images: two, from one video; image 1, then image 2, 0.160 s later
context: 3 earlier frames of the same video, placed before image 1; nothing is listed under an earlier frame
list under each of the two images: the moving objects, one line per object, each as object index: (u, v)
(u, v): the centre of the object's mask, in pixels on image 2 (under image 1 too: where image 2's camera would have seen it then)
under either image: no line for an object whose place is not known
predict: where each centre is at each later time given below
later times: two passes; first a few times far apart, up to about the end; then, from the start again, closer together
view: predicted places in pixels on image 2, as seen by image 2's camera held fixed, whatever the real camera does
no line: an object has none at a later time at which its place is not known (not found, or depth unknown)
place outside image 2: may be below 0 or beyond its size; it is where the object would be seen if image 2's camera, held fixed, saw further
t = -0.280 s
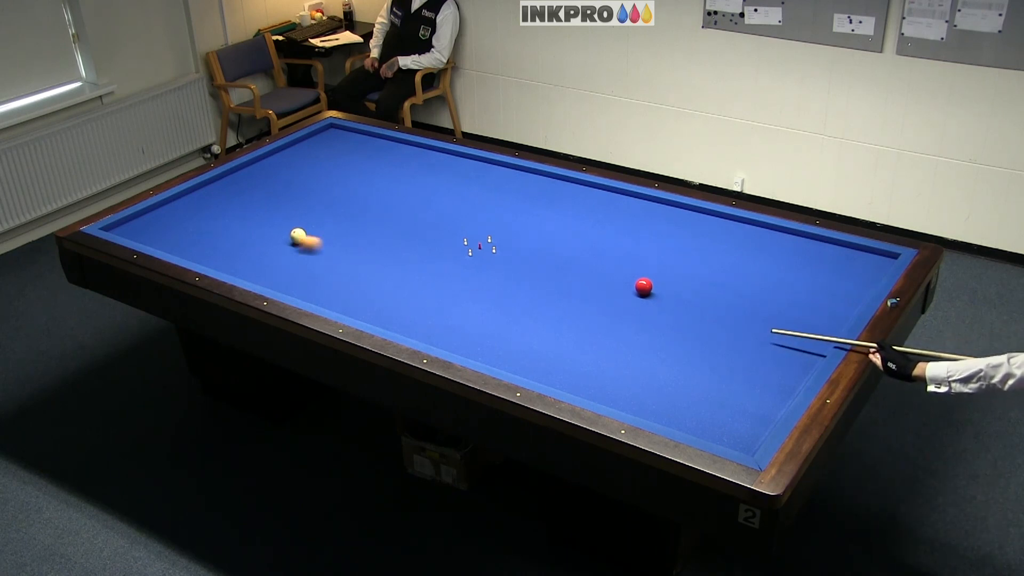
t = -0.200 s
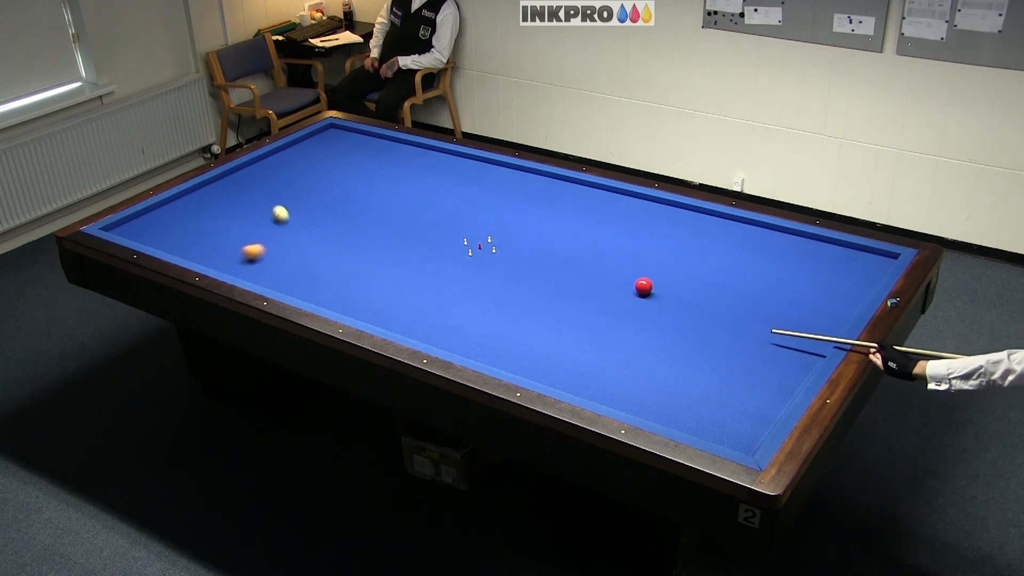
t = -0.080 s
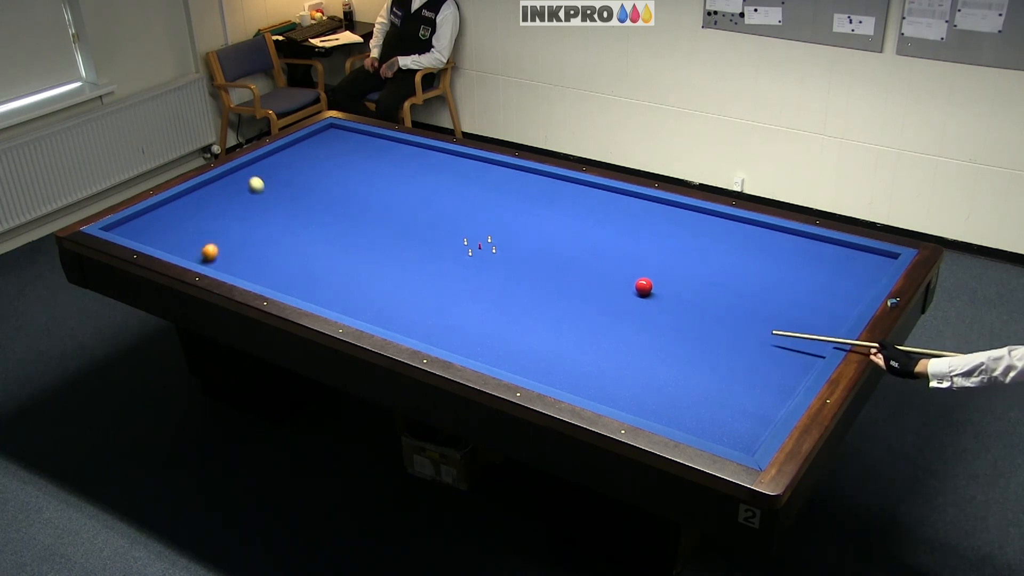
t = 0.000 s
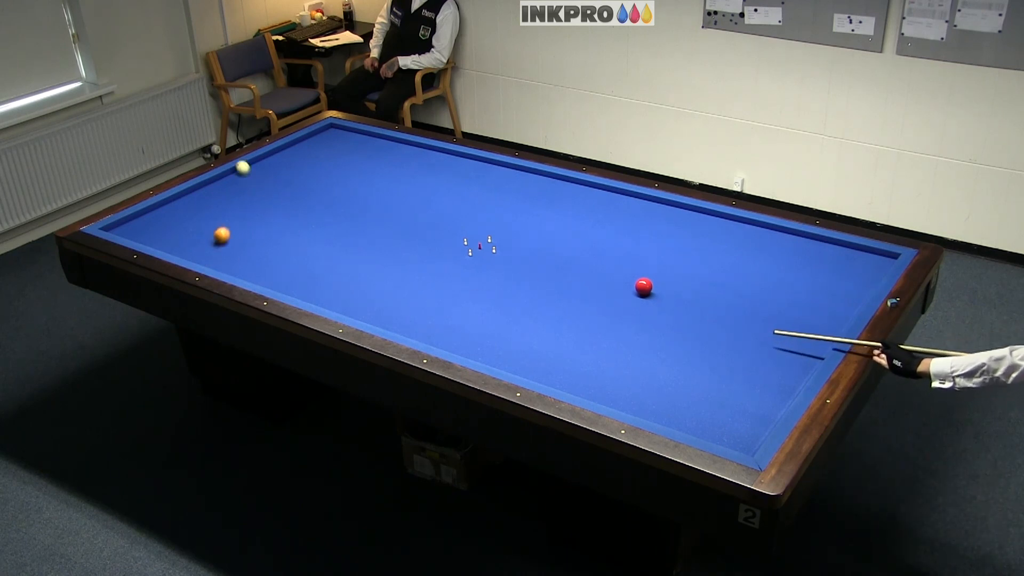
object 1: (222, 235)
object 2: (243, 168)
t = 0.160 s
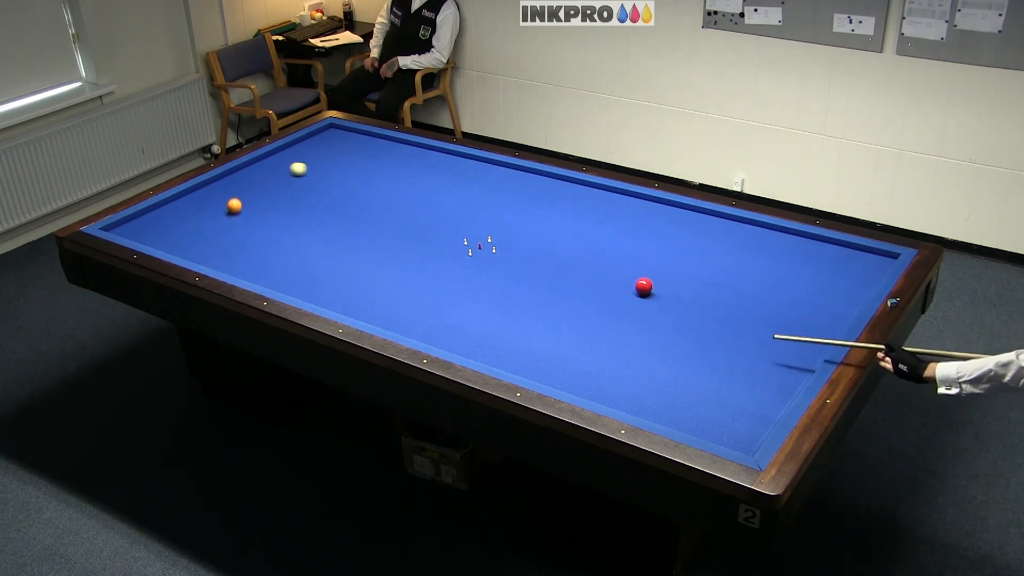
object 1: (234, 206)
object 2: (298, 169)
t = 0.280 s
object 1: (235, 187)
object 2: (337, 171)
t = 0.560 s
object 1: (273, 168)
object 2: (422, 173)
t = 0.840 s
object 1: (333, 160)
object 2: (509, 176)
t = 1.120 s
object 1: (390, 152)
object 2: (578, 188)
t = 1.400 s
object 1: (432, 152)
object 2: (631, 210)
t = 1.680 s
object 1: (445, 167)
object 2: (688, 235)
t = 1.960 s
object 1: (460, 182)
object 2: (750, 261)
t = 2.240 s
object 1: (475, 197)
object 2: (817, 290)
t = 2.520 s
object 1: (491, 214)
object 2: (822, 308)
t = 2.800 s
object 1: (507, 231)
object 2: (766, 312)
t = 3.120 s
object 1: (527, 252)
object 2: (703, 317)
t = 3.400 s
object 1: (546, 271)
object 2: (648, 321)
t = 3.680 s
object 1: (565, 291)
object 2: (594, 325)
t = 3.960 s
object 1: (585, 312)
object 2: (541, 329)
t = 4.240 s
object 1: (605, 334)
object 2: (488, 333)
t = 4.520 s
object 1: (627, 357)
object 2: (437, 336)
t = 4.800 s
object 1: (649, 381)
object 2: (410, 327)
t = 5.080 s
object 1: (672, 405)
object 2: (397, 312)
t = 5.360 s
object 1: (697, 428)
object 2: (385, 298)
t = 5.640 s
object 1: (728, 436)
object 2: (375, 285)
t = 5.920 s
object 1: (754, 437)
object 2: (365, 273)
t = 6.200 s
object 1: (743, 428)
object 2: (356, 262)
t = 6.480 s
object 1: (733, 419)
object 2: (348, 252)
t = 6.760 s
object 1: (724, 411)
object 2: (340, 242)
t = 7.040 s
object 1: (716, 404)
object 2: (334, 234)
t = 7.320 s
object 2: (327, 226)
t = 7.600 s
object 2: (322, 218)
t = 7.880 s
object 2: (316, 212)
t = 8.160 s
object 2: (311, 206)
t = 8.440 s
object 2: (307, 200)
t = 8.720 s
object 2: (303, 194)
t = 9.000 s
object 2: (300, 190)
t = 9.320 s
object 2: (297, 184)
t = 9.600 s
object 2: (293, 180)
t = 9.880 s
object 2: (291, 177)
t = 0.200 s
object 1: (235, 199)
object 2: (312, 170)
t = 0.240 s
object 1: (235, 193)
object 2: (325, 170)
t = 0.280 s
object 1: (235, 187)
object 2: (337, 171)
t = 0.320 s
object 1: (234, 182)
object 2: (349, 171)
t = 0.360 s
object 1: (233, 176)
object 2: (361, 171)
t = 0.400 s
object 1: (233, 171)
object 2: (374, 171)
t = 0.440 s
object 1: (243, 170)
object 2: (386, 172)
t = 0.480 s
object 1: (254, 169)
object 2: (398, 172)
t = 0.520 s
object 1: (264, 169)
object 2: (410, 173)
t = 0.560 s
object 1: (273, 168)
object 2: (422, 173)
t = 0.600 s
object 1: (282, 167)
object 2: (435, 173)
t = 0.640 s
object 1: (290, 166)
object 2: (447, 174)
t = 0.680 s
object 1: (299, 165)
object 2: (459, 174)
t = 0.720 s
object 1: (307, 163)
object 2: (472, 175)
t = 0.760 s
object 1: (316, 162)
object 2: (484, 175)
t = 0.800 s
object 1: (324, 161)
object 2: (496, 175)
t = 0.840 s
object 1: (333, 160)
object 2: (509, 176)
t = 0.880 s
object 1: (341, 159)
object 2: (521, 176)
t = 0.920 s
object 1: (349, 158)
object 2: (534, 177)
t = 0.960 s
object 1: (358, 157)
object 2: (546, 177)
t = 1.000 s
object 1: (366, 155)
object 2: (558, 178)
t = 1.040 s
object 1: (374, 155)
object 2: (564, 181)
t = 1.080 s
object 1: (382, 154)
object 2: (571, 185)
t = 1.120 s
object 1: (390, 152)
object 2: (578, 188)
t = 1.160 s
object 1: (399, 151)
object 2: (585, 191)
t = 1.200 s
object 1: (406, 150)
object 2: (593, 194)
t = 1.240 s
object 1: (414, 149)
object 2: (600, 197)
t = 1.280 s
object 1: (422, 148)
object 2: (607, 200)
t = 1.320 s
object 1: (429, 148)
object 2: (615, 204)
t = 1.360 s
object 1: (430, 150)
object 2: (623, 207)
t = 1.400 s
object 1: (432, 152)
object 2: (631, 210)
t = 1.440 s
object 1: (433, 155)
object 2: (639, 214)
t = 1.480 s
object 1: (435, 157)
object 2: (647, 217)
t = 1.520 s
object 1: (437, 159)
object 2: (654, 220)
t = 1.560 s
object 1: (439, 160)
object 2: (663, 224)
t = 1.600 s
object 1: (441, 162)
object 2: (671, 228)
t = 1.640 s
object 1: (443, 164)
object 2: (679, 231)
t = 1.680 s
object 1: (445, 167)
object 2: (688, 235)
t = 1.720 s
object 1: (447, 169)
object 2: (696, 239)
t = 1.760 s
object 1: (449, 171)
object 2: (705, 242)
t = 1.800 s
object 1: (451, 173)
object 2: (714, 246)
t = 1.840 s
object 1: (453, 175)
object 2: (723, 250)
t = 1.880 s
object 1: (455, 177)
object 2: (732, 254)
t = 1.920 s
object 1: (457, 179)
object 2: (741, 258)
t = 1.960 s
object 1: (460, 182)
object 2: (750, 261)
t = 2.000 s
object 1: (462, 184)
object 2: (759, 266)
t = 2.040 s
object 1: (464, 186)
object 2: (768, 270)
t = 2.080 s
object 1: (466, 189)
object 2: (778, 274)
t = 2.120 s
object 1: (468, 190)
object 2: (787, 278)
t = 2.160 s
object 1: (470, 193)
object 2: (797, 282)
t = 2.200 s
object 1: (473, 195)
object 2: (807, 286)
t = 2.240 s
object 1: (475, 197)
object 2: (817, 290)
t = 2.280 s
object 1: (477, 199)
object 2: (827, 295)
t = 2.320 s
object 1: (479, 202)
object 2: (837, 299)
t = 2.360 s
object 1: (482, 204)
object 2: (847, 304)
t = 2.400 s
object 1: (484, 207)
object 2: (851, 306)
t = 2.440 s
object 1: (486, 209)
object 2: (840, 307)
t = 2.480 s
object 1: (488, 211)
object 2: (831, 307)
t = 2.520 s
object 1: (491, 214)
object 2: (822, 308)
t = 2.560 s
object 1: (493, 216)
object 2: (814, 308)
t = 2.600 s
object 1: (495, 219)
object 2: (806, 309)
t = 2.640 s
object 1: (498, 221)
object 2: (798, 309)
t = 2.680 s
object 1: (500, 223)
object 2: (790, 310)
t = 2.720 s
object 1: (502, 226)
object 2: (782, 311)
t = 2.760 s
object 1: (505, 228)
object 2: (774, 311)
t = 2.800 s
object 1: (507, 231)
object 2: (766, 312)
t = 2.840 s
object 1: (510, 233)
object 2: (758, 313)
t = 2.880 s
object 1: (512, 236)
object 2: (750, 313)
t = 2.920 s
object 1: (515, 239)
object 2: (742, 314)
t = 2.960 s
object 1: (517, 241)
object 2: (734, 314)
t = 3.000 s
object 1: (520, 244)
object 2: (726, 315)
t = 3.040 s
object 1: (522, 246)
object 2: (719, 316)
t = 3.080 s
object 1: (525, 249)
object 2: (711, 316)
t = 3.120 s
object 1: (527, 252)
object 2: (703, 317)
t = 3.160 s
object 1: (530, 254)
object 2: (695, 318)
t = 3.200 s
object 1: (532, 257)
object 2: (687, 318)
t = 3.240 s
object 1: (535, 260)
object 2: (679, 319)
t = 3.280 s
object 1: (537, 262)
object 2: (671, 319)
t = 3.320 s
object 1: (540, 265)
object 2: (664, 320)
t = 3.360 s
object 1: (543, 268)
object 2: (656, 320)
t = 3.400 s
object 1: (546, 271)
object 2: (648, 321)
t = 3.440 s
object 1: (548, 274)
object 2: (640, 322)
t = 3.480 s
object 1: (551, 276)
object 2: (633, 322)
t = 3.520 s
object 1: (554, 279)
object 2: (625, 323)
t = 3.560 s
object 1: (557, 282)
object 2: (617, 323)
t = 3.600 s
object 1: (559, 285)
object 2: (610, 324)
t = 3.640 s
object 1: (562, 288)
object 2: (602, 325)
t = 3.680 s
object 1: (565, 291)
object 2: (594, 325)
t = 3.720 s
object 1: (568, 294)
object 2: (587, 326)
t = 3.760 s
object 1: (570, 297)
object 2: (579, 327)
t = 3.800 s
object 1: (573, 300)
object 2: (571, 327)
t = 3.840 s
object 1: (576, 303)
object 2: (563, 328)
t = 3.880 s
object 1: (579, 306)
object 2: (556, 328)
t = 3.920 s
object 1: (582, 309)
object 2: (548, 329)
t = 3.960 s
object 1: (585, 312)
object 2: (541, 329)
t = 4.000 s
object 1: (588, 315)
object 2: (533, 330)
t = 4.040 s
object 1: (591, 318)
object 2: (526, 331)
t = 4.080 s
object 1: (593, 321)
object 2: (518, 331)
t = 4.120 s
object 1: (597, 324)
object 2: (511, 332)
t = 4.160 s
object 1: (599, 327)
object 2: (503, 332)
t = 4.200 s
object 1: (602, 331)
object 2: (496, 333)
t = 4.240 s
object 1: (605, 334)
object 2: (488, 333)
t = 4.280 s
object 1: (608, 337)
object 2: (481, 334)
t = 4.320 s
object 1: (612, 341)
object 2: (473, 334)
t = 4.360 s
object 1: (615, 344)
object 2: (466, 335)
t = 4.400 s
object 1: (618, 347)
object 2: (459, 335)
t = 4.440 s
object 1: (621, 350)
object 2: (451, 336)
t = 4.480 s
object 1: (624, 353)
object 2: (444, 336)
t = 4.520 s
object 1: (627, 357)
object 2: (437, 336)
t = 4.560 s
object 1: (630, 360)
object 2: (430, 336)
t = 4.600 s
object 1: (633, 363)
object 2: (423, 336)
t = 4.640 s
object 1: (636, 367)
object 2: (419, 335)
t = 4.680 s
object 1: (640, 370)
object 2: (417, 333)
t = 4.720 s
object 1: (643, 374)
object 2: (415, 331)
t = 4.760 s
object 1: (646, 377)
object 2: (412, 329)
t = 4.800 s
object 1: (649, 381)
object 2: (410, 327)
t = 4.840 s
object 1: (652, 384)
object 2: (408, 325)
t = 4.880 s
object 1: (656, 387)
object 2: (406, 323)
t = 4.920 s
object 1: (659, 391)
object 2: (404, 321)
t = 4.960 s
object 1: (662, 395)
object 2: (403, 319)
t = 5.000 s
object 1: (666, 398)
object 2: (401, 317)
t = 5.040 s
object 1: (669, 402)
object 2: (399, 314)
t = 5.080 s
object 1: (672, 405)
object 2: (397, 312)
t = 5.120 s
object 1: (676, 409)
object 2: (395, 310)
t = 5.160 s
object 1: (679, 412)
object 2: (394, 308)
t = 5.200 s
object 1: (683, 416)
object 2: (392, 306)
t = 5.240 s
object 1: (686, 419)
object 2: (390, 304)
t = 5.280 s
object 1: (689, 423)
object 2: (389, 302)
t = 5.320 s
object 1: (693, 426)
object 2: (387, 300)
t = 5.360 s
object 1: (697, 428)
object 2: (385, 298)
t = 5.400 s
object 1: (701, 431)
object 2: (384, 296)
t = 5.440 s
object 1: (705, 432)
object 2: (382, 294)
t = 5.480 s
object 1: (710, 433)
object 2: (381, 293)
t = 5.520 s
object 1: (714, 434)
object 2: (379, 291)
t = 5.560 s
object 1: (719, 435)
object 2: (378, 289)
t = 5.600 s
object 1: (723, 435)
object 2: (376, 287)
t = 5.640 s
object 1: (728, 436)
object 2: (375, 285)
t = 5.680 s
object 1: (732, 437)
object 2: (373, 283)
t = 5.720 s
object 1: (737, 437)
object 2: (372, 281)
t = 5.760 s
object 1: (742, 438)
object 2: (370, 280)
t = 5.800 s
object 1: (746, 438)
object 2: (369, 278)
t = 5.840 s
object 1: (751, 438)
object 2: (368, 277)
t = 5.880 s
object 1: (754, 438)
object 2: (366, 275)
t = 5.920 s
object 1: (754, 437)
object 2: (365, 273)
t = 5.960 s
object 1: (753, 436)
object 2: (363, 272)
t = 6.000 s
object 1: (751, 435)
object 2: (362, 270)
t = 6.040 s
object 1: (749, 433)
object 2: (361, 268)
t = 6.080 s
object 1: (748, 432)
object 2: (360, 267)
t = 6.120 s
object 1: (746, 430)
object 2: (358, 265)
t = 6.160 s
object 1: (744, 429)
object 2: (357, 264)
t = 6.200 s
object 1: (743, 428)
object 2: (356, 262)
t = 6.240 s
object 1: (741, 427)
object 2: (355, 260)
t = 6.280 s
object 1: (740, 425)
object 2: (353, 259)
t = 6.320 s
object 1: (739, 424)
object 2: (352, 258)
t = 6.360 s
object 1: (737, 423)
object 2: (351, 256)
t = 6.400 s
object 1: (735, 422)
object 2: (350, 255)
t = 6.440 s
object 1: (734, 421)
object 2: (349, 253)
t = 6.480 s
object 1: (733, 419)
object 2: (348, 252)
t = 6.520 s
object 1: (731, 418)
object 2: (347, 251)
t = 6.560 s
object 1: (730, 417)
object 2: (345, 249)
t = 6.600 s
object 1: (729, 416)
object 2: (344, 248)
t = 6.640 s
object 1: (728, 415)
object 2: (343, 246)
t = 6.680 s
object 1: (726, 414)
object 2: (342, 245)
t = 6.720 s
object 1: (725, 413)
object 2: (342, 243)
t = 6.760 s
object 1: (724, 411)
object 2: (340, 242)
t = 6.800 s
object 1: (723, 410)
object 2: (339, 241)
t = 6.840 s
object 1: (722, 409)
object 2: (338, 240)
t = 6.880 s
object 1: (720, 409)
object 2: (338, 238)
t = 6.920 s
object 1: (719, 407)
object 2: (337, 237)
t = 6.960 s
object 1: (718, 406)
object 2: (335, 236)
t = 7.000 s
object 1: (717, 405)
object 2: (335, 235)
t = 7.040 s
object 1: (716, 404)
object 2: (334, 234)
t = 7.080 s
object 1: (715, 403)
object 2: (333, 233)
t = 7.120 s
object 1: (714, 402)
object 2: (332, 231)
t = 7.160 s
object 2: (331, 230)
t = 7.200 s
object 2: (330, 229)
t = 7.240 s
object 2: (329, 228)
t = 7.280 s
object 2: (328, 227)
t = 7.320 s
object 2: (327, 226)
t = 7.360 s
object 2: (327, 224)
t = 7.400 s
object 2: (326, 224)
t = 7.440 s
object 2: (325, 223)
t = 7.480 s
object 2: (324, 222)
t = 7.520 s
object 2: (323, 221)
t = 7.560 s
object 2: (322, 219)
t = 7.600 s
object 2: (322, 218)
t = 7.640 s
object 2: (321, 217)
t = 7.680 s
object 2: (320, 216)
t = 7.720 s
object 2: (319, 215)
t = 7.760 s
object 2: (318, 214)
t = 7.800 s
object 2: (318, 214)
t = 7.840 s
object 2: (317, 213)
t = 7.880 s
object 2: (316, 212)
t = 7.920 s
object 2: (315, 211)
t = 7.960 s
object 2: (315, 210)
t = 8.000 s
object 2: (314, 209)
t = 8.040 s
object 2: (313, 208)
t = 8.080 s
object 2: (313, 207)
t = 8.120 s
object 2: (312, 207)
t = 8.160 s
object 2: (311, 206)
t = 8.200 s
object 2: (311, 205)
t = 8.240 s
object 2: (310, 204)
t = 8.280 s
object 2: (309, 203)
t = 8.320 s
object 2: (309, 202)
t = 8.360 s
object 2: (308, 202)
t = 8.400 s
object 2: (307, 201)
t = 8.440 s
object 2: (307, 200)
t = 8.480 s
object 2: (306, 199)
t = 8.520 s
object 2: (306, 198)
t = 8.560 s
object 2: (305, 197)
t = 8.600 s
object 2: (305, 196)
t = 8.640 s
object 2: (304, 196)
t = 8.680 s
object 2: (304, 195)
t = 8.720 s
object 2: (303, 194)
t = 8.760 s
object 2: (303, 194)
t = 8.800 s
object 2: (302, 193)
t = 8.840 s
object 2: (302, 192)
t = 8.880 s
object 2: (301, 192)
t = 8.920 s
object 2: (301, 191)
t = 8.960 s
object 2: (300, 190)
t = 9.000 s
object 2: (300, 190)
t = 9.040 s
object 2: (299, 189)
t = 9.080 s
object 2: (299, 188)
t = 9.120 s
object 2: (295, 187)
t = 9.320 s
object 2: (297, 184)
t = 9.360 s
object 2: (296, 184)
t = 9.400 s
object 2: (295, 183)
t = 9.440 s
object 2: (295, 183)
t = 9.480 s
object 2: (295, 182)
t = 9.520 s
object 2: (294, 182)
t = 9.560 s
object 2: (294, 181)
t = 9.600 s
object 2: (293, 180)
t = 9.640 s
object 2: (293, 180)
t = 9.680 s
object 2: (293, 179)
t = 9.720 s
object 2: (292, 179)
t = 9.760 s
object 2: (292, 178)
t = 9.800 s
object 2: (292, 178)
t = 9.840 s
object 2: (291, 177)
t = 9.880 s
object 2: (291, 177)
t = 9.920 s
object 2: (291, 176)
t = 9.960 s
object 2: (290, 176)
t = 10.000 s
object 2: (290, 175)
